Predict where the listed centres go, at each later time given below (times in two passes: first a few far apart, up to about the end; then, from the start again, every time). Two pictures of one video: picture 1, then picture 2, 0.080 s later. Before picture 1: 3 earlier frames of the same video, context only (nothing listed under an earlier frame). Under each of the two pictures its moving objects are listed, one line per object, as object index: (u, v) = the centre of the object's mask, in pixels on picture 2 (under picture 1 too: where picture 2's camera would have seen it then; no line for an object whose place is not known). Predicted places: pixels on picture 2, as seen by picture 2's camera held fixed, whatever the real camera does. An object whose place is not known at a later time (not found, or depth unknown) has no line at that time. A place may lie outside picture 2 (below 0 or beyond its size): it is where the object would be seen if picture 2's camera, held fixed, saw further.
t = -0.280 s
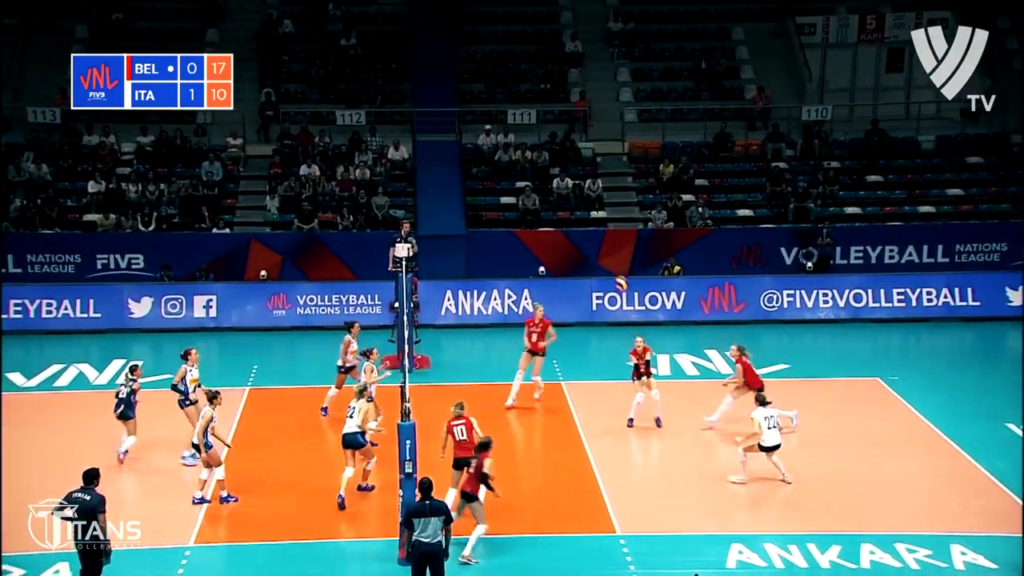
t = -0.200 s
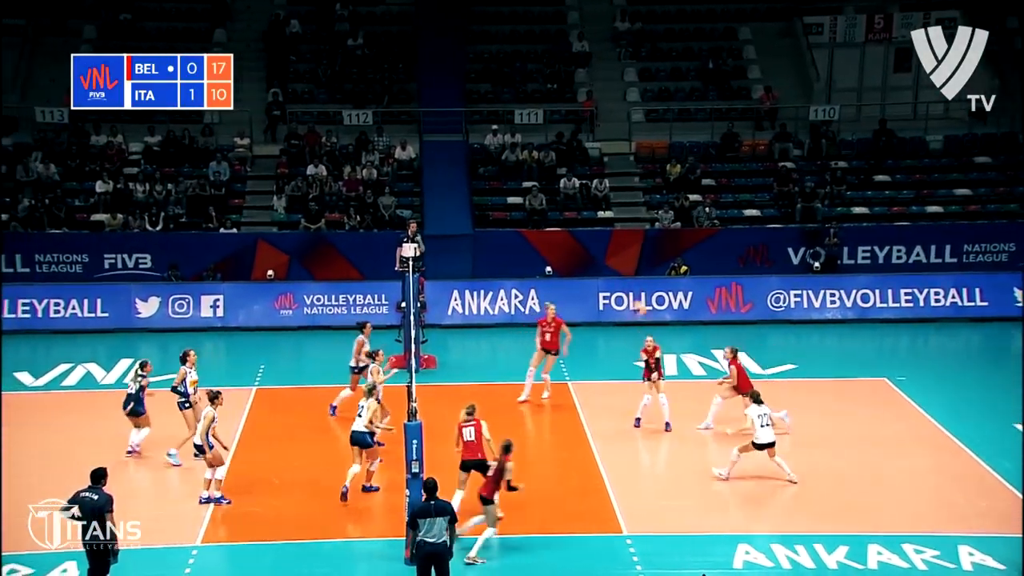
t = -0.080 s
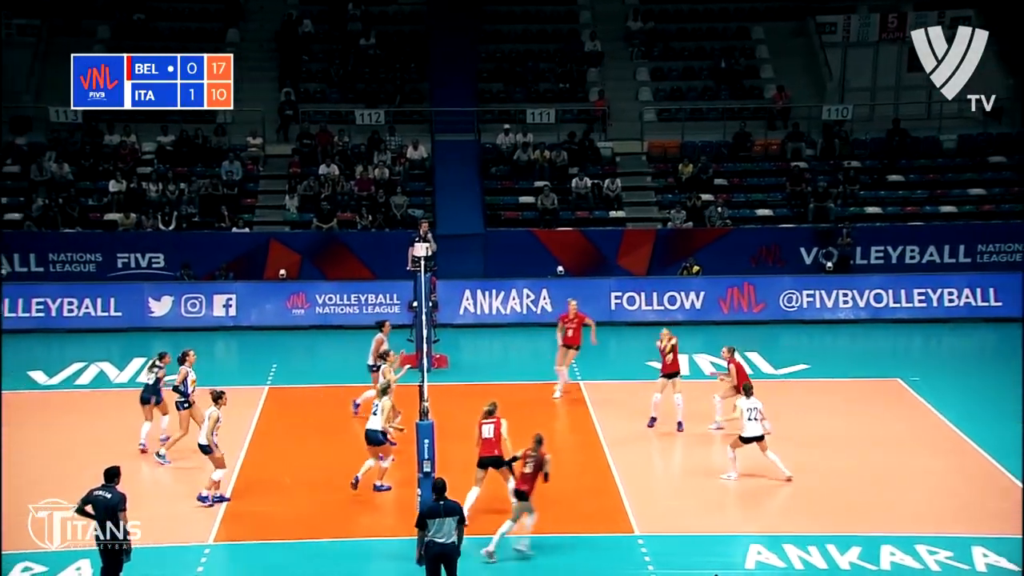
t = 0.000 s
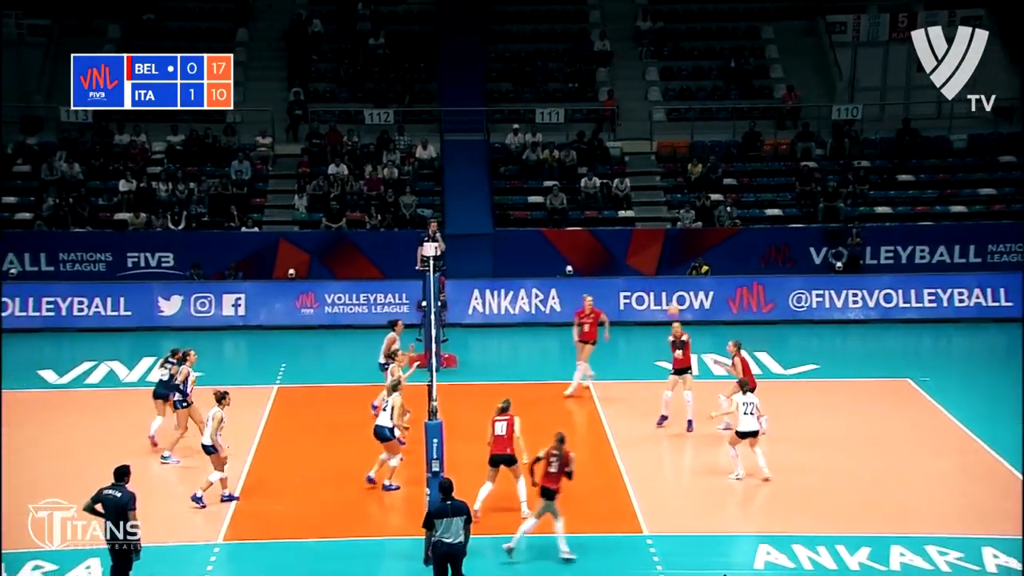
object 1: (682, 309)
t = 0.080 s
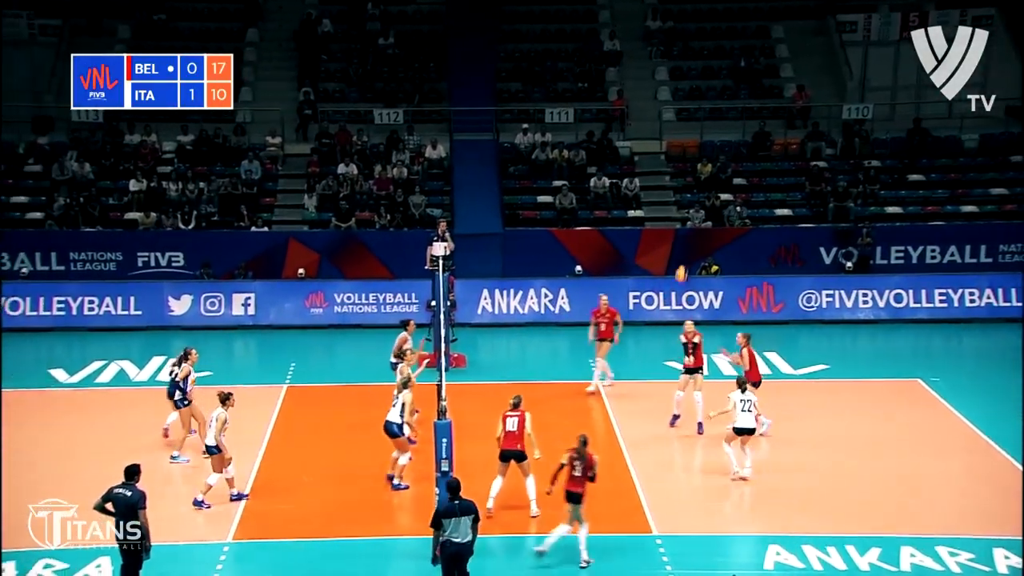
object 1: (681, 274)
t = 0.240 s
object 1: (678, 215)
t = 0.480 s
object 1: (673, 157)
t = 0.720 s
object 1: (667, 131)
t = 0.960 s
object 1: (660, 141)
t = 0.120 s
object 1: (680, 258)
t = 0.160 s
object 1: (679, 243)
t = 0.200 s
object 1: (678, 229)
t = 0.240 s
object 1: (678, 215)
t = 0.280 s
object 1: (677, 203)
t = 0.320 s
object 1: (677, 191)
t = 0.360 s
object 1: (676, 181)
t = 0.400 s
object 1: (675, 172)
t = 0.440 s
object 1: (674, 164)
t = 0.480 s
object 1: (673, 157)
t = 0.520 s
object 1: (672, 150)
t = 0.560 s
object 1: (671, 144)
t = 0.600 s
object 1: (671, 139)
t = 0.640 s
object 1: (670, 135)
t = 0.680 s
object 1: (669, 133)
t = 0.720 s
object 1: (667, 131)
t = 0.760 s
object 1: (666, 131)
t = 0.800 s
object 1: (665, 130)
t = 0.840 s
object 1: (663, 132)
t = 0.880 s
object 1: (662, 134)
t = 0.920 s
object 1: (661, 137)
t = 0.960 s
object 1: (660, 141)
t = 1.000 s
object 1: (659, 145)
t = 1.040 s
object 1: (657, 150)
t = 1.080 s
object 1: (656, 157)
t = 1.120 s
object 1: (654, 165)
